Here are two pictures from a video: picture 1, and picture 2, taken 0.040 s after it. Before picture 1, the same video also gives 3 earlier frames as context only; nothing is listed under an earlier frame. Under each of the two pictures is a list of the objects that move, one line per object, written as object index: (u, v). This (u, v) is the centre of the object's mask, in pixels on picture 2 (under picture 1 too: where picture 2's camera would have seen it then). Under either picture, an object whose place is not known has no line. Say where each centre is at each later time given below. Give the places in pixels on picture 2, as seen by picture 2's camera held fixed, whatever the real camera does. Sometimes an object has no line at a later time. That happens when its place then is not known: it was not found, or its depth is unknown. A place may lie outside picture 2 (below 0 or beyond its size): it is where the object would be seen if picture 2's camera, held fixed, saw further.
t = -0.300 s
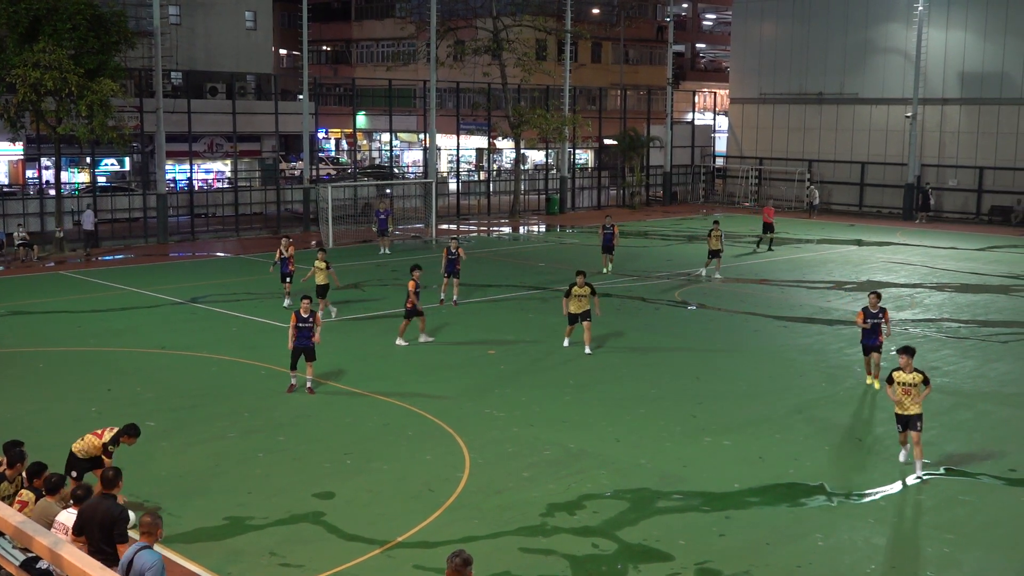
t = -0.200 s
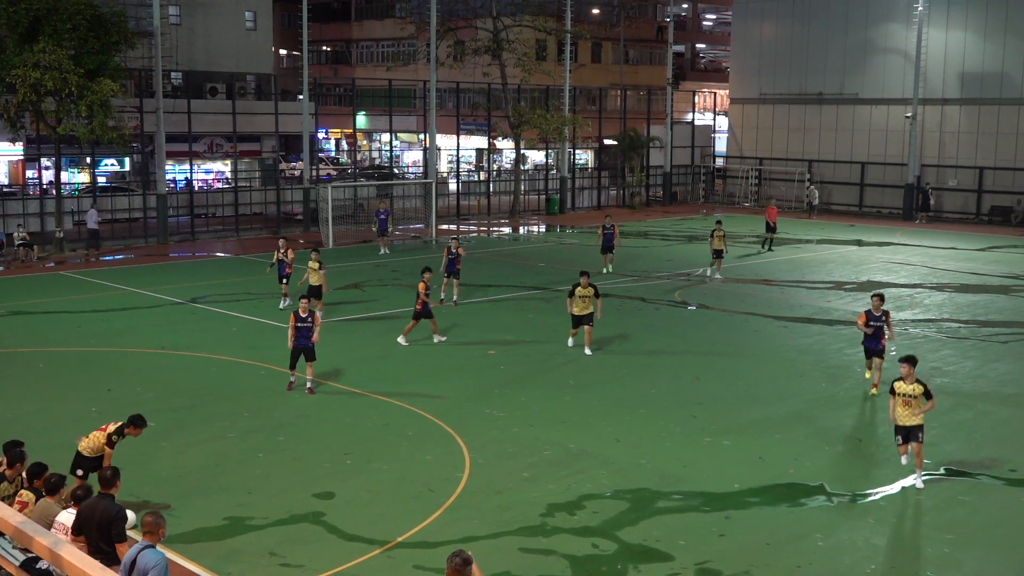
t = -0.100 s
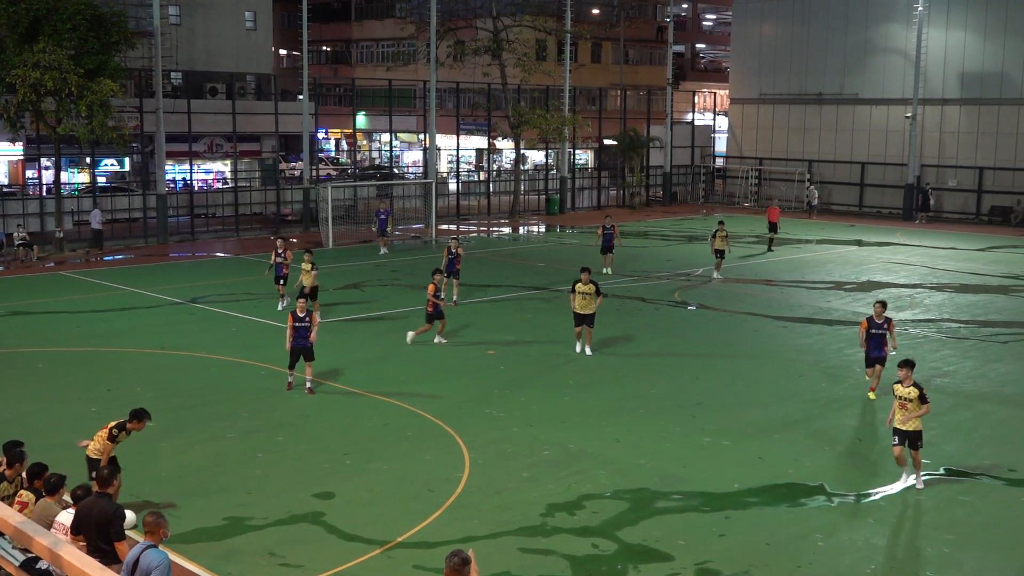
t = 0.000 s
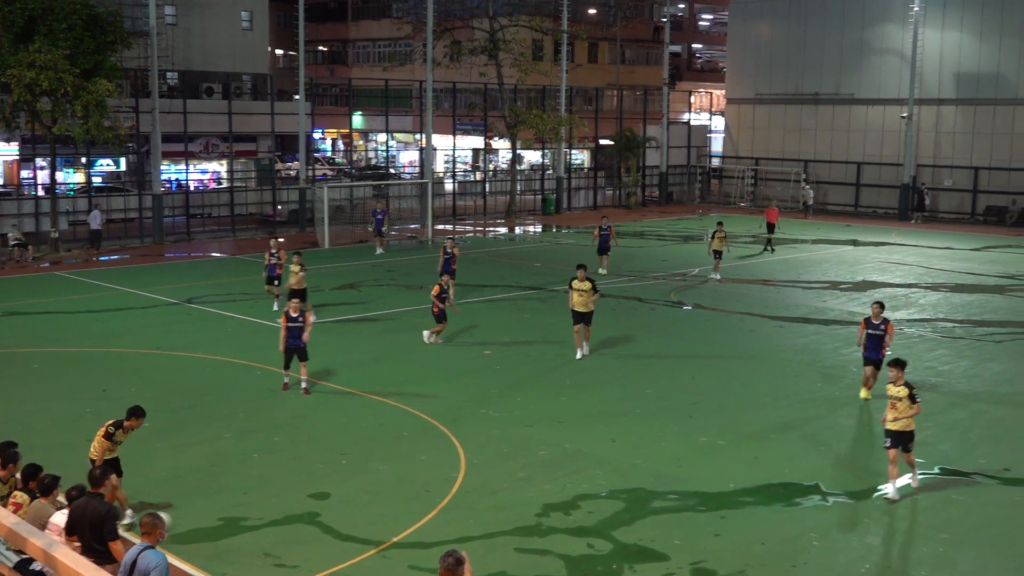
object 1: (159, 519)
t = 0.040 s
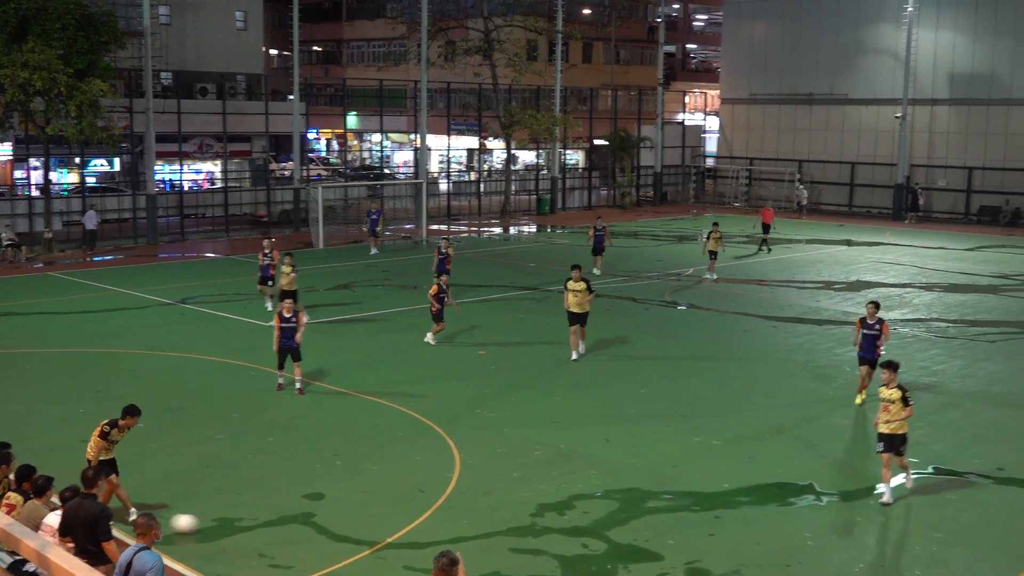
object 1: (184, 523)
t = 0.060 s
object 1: (199, 524)
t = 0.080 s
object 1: (215, 525)
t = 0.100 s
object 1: (232, 525)
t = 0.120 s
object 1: (251, 526)
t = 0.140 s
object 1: (268, 527)
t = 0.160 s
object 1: (283, 528)
